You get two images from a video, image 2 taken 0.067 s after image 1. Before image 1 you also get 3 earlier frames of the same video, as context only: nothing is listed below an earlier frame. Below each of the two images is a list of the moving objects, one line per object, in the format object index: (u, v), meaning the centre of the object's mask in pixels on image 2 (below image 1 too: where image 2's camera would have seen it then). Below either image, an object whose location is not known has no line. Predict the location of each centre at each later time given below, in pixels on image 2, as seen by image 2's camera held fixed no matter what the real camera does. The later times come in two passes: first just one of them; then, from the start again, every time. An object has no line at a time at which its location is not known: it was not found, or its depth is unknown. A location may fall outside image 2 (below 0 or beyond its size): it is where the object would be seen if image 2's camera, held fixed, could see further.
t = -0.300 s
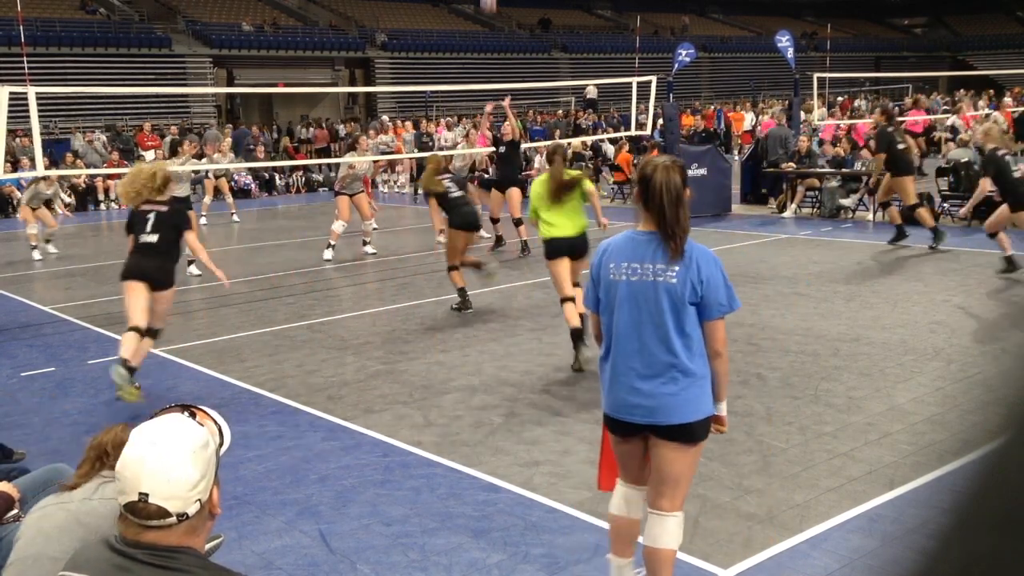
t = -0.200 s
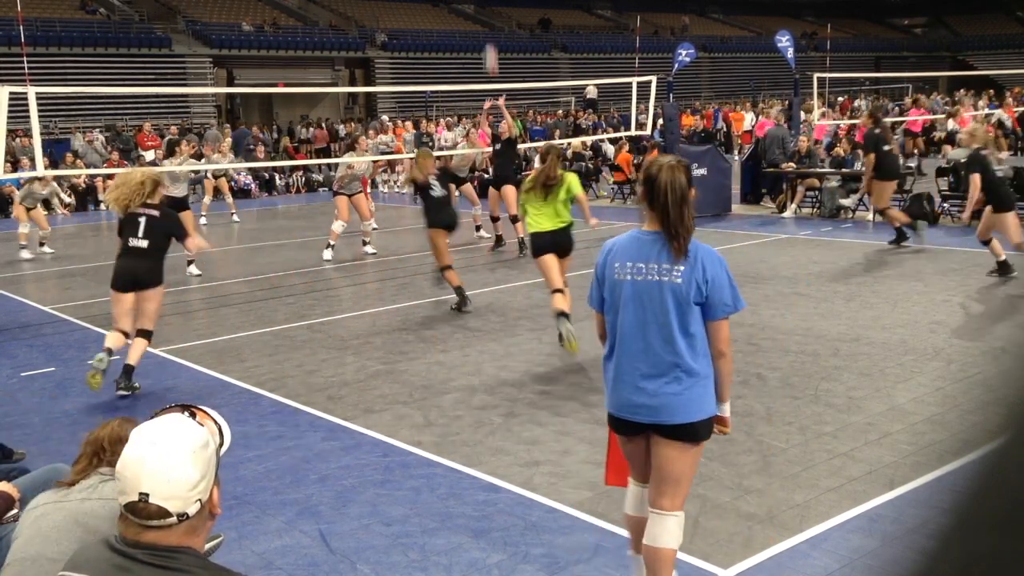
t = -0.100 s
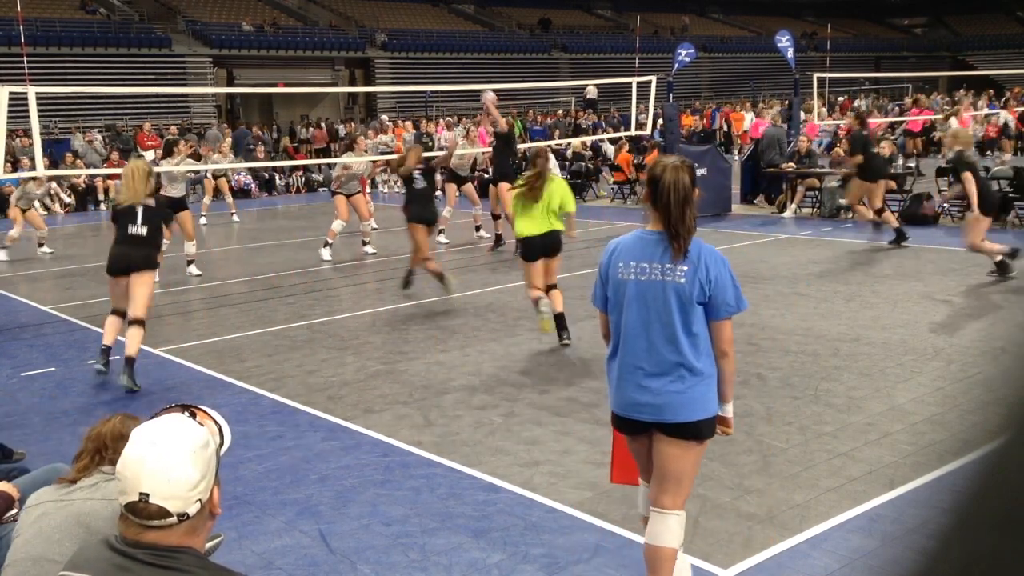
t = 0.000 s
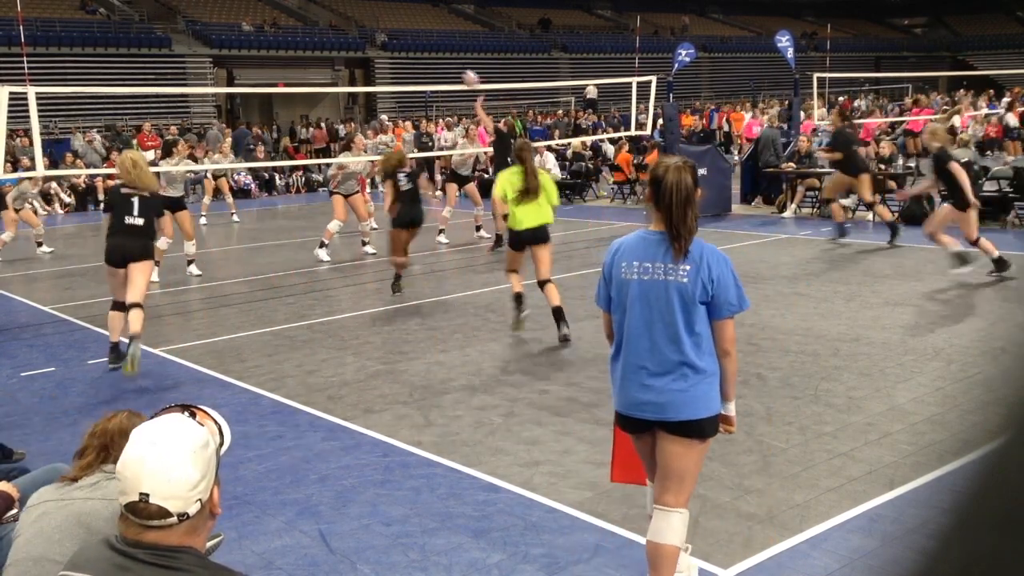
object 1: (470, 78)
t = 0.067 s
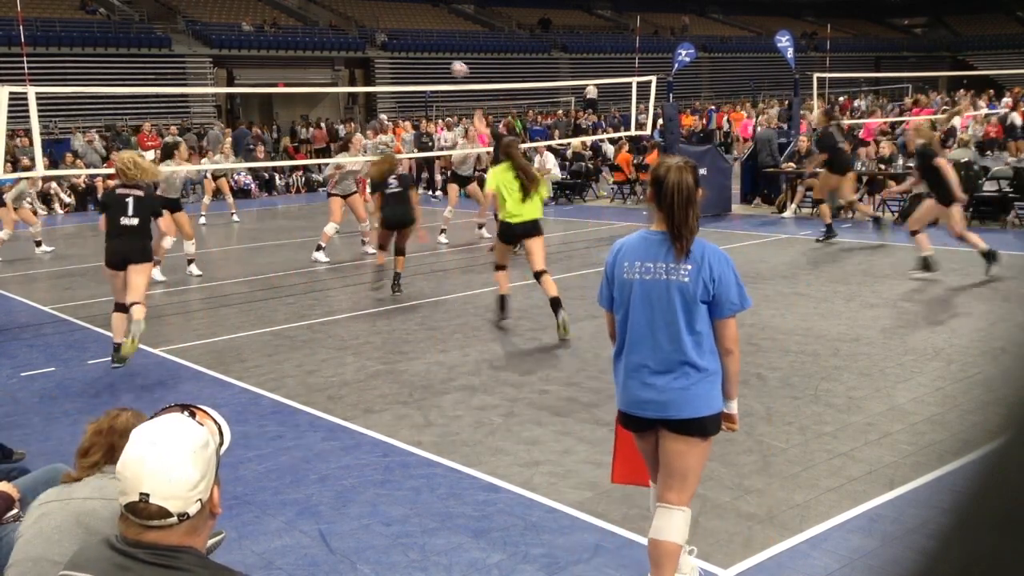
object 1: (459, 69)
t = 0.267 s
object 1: (427, 61)
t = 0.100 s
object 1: (454, 66)
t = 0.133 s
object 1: (448, 63)
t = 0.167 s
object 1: (442, 62)
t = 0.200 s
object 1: (437, 60)
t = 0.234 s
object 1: (432, 60)
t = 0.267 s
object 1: (427, 61)
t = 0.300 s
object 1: (423, 62)
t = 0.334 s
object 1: (418, 64)
